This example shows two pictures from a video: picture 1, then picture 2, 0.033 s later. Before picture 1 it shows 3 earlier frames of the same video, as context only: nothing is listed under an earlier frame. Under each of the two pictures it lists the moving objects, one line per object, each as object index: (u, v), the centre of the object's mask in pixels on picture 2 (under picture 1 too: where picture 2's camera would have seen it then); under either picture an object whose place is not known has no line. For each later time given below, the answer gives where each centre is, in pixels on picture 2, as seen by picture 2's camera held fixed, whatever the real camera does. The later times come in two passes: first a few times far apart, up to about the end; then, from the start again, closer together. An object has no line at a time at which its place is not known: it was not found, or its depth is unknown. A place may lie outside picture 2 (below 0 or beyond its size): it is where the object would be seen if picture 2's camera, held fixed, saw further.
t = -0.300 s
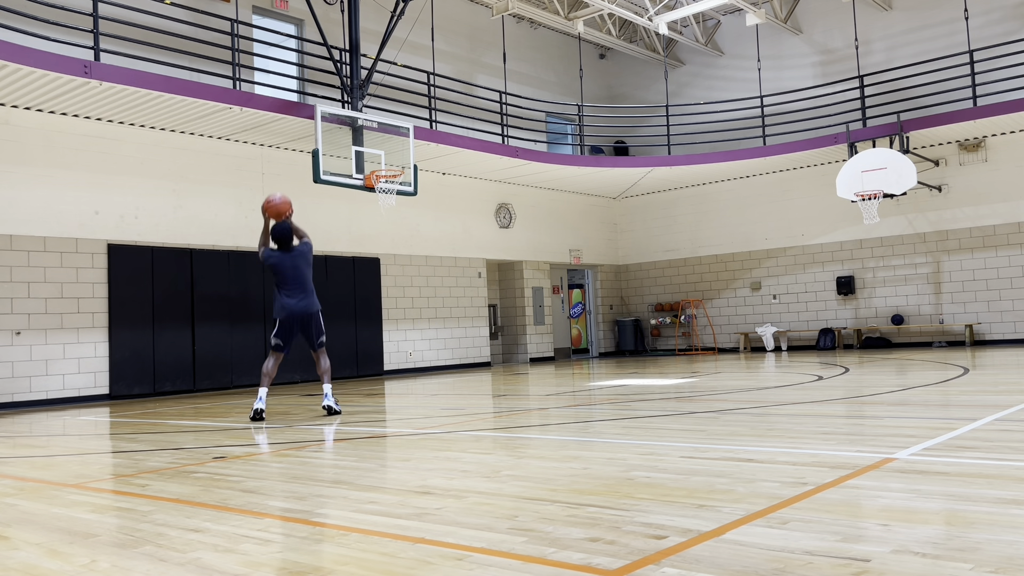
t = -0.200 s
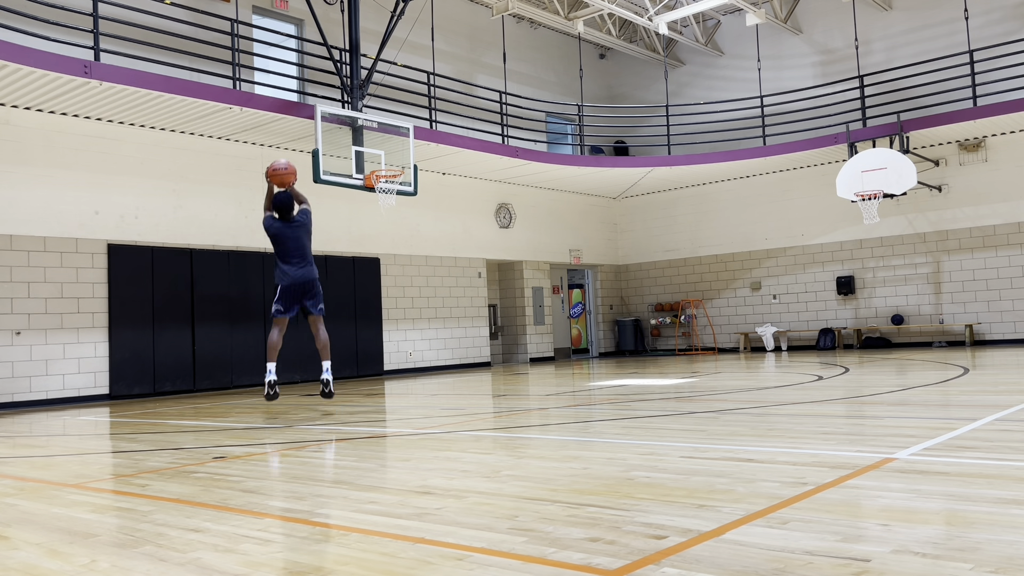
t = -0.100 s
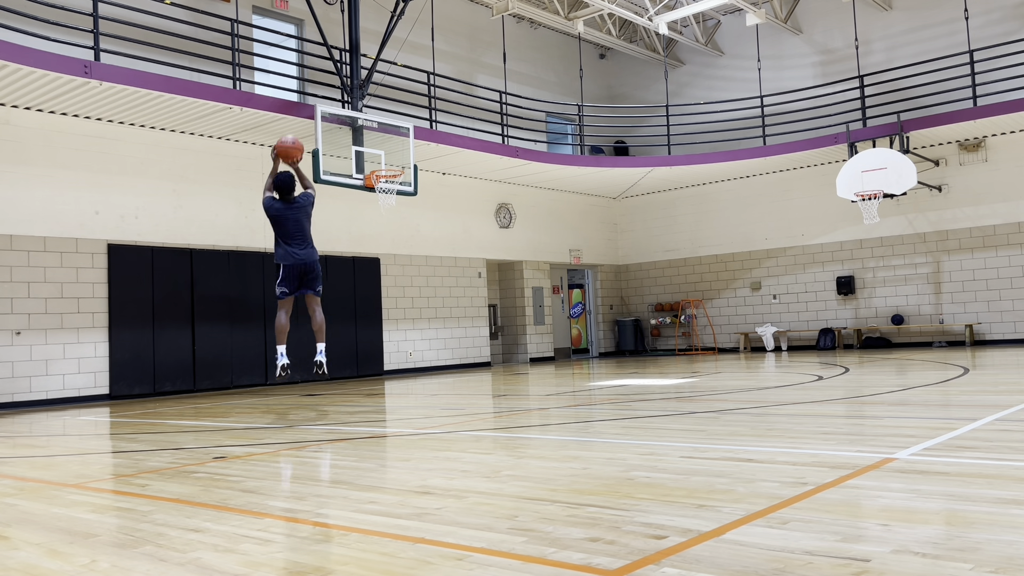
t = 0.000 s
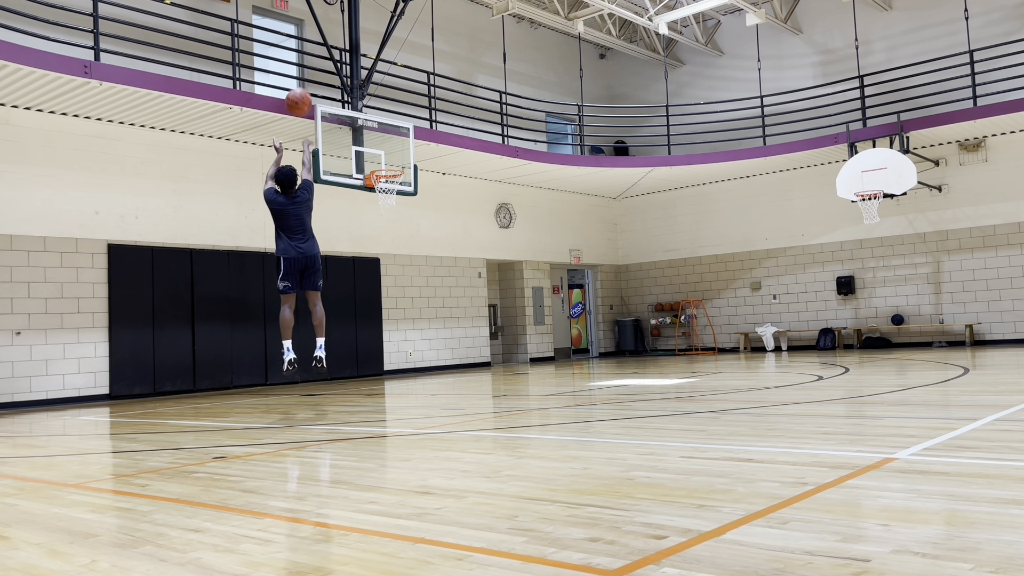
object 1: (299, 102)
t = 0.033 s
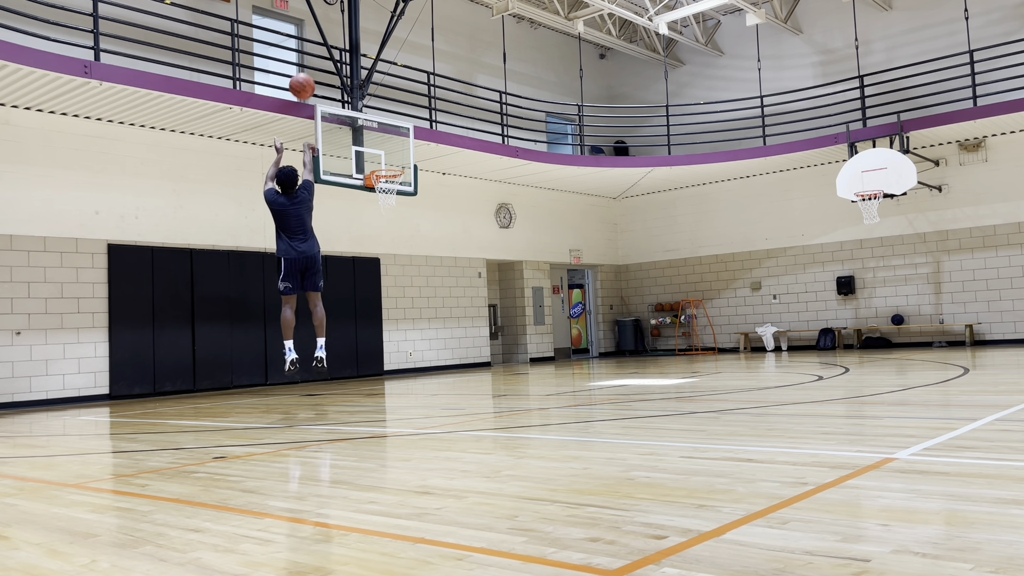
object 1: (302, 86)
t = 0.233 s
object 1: (321, 29)
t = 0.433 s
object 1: (338, 15)
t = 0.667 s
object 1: (357, 40)
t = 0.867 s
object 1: (371, 88)
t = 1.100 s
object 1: (387, 165)
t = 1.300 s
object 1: (387, 182)
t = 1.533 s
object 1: (392, 210)
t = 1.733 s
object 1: (397, 261)
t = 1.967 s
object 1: (405, 359)
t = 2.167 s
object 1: (402, 322)
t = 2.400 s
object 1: (397, 271)
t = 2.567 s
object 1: (394, 259)
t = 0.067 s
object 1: (305, 73)
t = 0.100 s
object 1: (309, 61)
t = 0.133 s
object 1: (312, 51)
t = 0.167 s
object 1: (315, 43)
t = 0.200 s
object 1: (318, 35)
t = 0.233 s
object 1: (321, 29)
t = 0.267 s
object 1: (324, 24)
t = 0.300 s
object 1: (327, 20)
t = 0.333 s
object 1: (330, 18)
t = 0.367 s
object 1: (333, 16)
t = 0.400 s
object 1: (335, 15)
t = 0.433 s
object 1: (338, 15)
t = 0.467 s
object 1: (341, 17)
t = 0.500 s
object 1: (344, 19)
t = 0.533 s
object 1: (347, 21)
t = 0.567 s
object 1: (349, 25)
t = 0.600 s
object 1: (352, 29)
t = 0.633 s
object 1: (354, 34)
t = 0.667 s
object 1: (357, 40)
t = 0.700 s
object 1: (359, 47)
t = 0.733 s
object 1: (361, 54)
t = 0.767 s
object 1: (364, 62)
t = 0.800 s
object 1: (367, 70)
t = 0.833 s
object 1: (369, 79)
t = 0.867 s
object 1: (371, 88)
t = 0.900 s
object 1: (374, 98)
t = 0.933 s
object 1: (376, 109)
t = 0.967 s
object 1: (378, 120)
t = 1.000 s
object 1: (380, 131)
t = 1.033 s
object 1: (383, 143)
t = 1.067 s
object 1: (385, 155)
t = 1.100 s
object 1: (387, 165)
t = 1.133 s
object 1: (388, 172)
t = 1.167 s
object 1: (388, 172)
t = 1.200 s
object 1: (387, 174)
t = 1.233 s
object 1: (386, 177)
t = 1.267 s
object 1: (386, 179)
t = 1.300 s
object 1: (387, 182)
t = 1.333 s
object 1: (389, 185)
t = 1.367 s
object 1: (389, 190)
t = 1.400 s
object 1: (390, 193)
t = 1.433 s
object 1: (390, 196)
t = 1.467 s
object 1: (391, 200)
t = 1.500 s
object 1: (392, 204)
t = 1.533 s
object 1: (392, 210)
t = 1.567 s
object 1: (393, 216)
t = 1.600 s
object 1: (394, 224)
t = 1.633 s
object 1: (395, 232)
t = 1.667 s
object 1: (395, 240)
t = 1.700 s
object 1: (396, 250)
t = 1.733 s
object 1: (397, 261)
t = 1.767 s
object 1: (398, 272)
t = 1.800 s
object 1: (399, 284)
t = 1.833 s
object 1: (400, 298)
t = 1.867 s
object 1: (402, 311)
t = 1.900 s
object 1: (403, 326)
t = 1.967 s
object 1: (405, 359)
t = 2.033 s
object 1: (406, 368)
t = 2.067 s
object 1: (405, 355)
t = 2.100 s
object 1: (404, 343)
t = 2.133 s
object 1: (403, 332)
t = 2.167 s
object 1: (402, 322)
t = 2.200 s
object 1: (401, 312)
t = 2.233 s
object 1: (401, 303)
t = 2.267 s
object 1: (400, 295)
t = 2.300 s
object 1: (399, 288)
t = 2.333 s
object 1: (398, 282)
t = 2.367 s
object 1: (398, 276)
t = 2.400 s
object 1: (397, 271)
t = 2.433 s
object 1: (396, 267)
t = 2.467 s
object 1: (396, 264)
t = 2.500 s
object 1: (395, 262)
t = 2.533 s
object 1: (394, 260)
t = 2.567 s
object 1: (394, 259)
